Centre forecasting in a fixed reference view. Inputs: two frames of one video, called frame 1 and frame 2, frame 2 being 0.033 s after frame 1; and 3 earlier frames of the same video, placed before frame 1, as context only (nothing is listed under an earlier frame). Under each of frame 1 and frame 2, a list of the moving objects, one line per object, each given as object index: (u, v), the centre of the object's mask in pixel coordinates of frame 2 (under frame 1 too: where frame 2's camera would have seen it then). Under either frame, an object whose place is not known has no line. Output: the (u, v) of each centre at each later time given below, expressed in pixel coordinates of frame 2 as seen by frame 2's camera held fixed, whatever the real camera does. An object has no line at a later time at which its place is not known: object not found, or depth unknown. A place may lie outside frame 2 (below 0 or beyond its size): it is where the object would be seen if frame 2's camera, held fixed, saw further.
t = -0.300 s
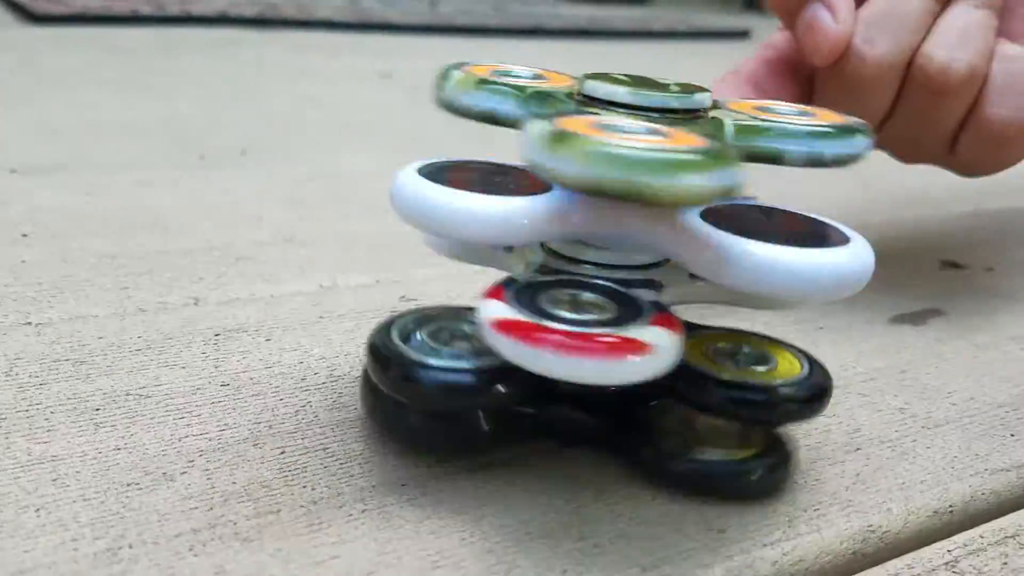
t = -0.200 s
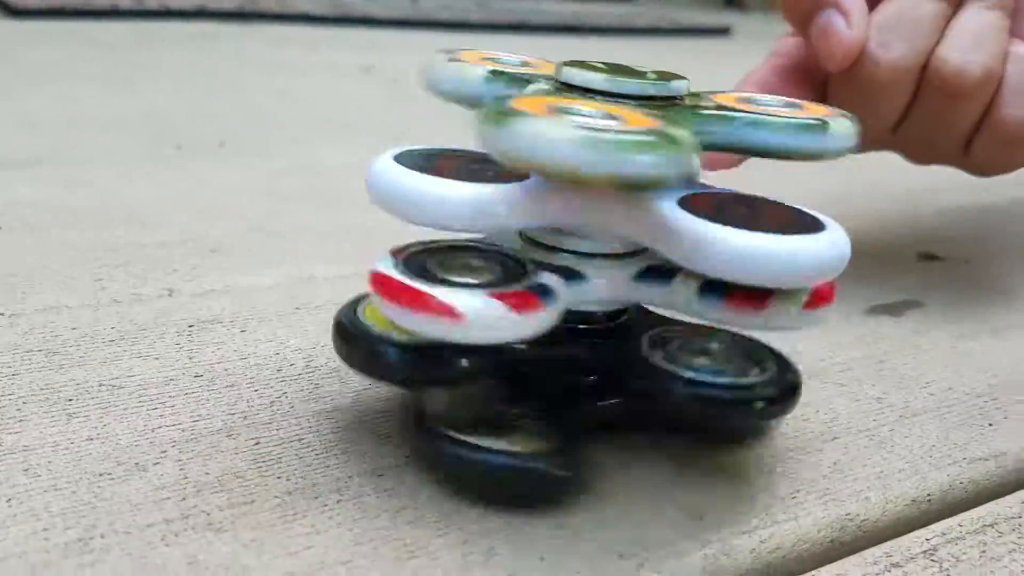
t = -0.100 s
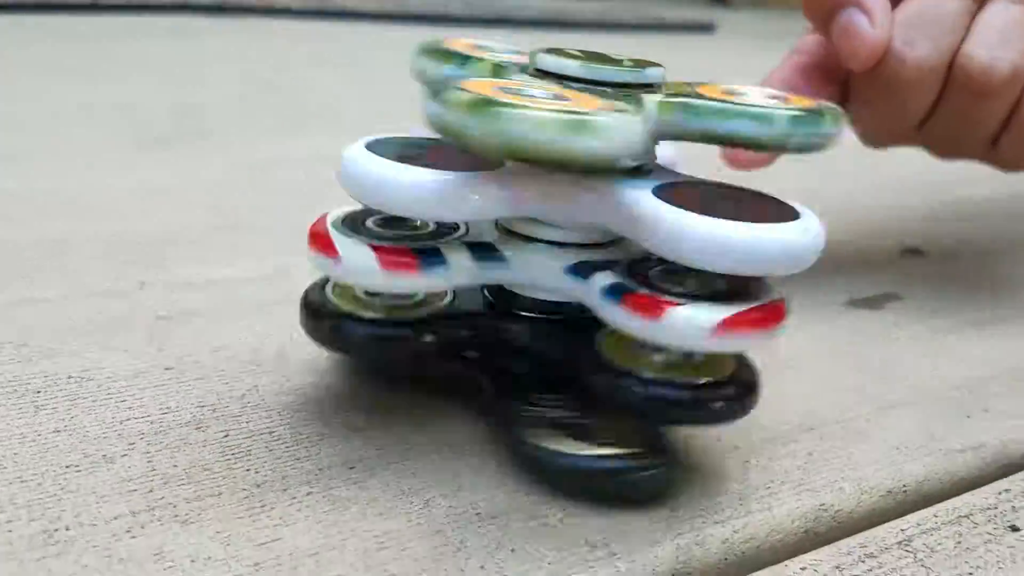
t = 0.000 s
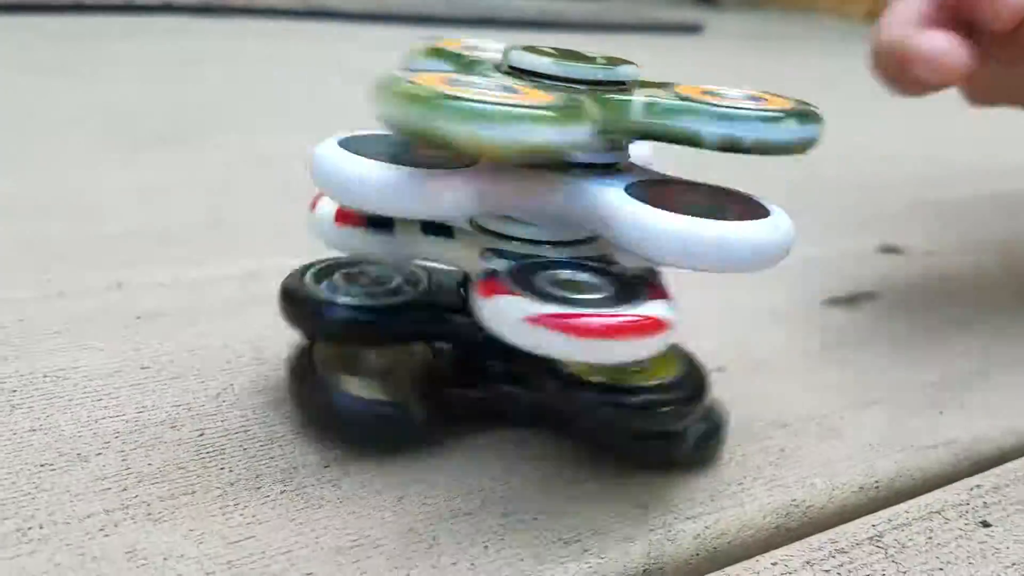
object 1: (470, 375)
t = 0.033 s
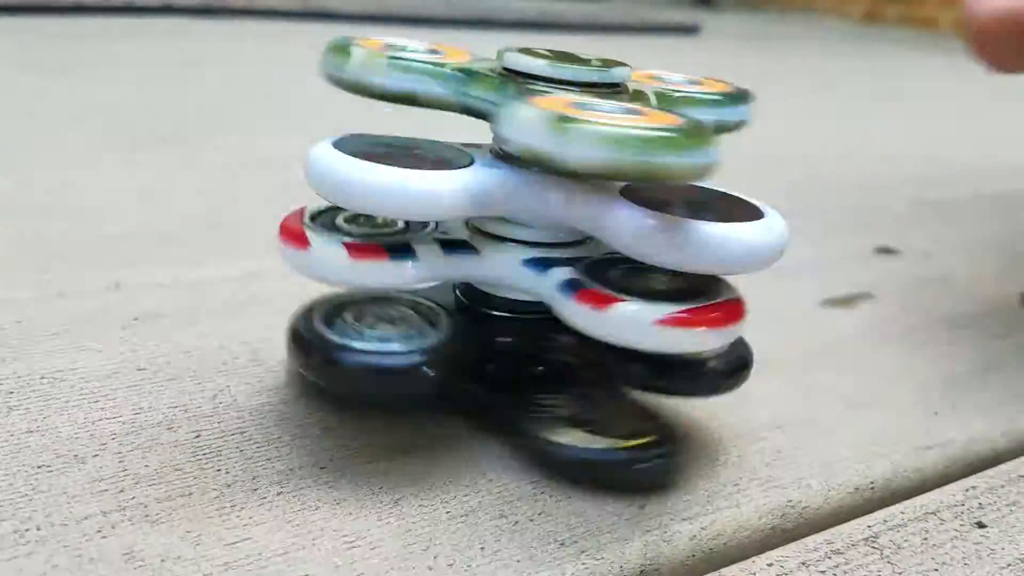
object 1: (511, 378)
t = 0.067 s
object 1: (528, 386)
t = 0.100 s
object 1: (537, 398)
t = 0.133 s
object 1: (479, 381)
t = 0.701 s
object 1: (494, 384)
